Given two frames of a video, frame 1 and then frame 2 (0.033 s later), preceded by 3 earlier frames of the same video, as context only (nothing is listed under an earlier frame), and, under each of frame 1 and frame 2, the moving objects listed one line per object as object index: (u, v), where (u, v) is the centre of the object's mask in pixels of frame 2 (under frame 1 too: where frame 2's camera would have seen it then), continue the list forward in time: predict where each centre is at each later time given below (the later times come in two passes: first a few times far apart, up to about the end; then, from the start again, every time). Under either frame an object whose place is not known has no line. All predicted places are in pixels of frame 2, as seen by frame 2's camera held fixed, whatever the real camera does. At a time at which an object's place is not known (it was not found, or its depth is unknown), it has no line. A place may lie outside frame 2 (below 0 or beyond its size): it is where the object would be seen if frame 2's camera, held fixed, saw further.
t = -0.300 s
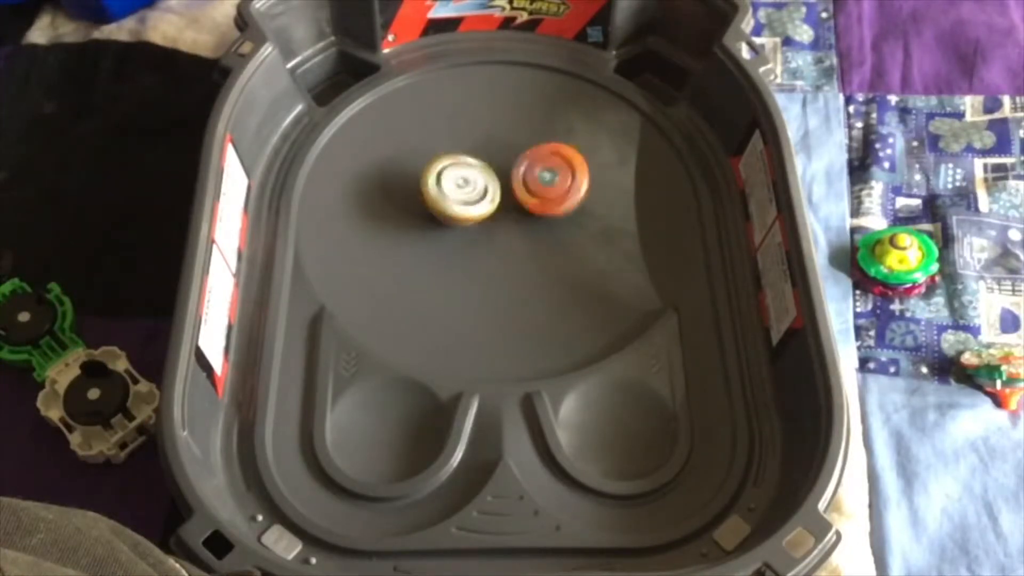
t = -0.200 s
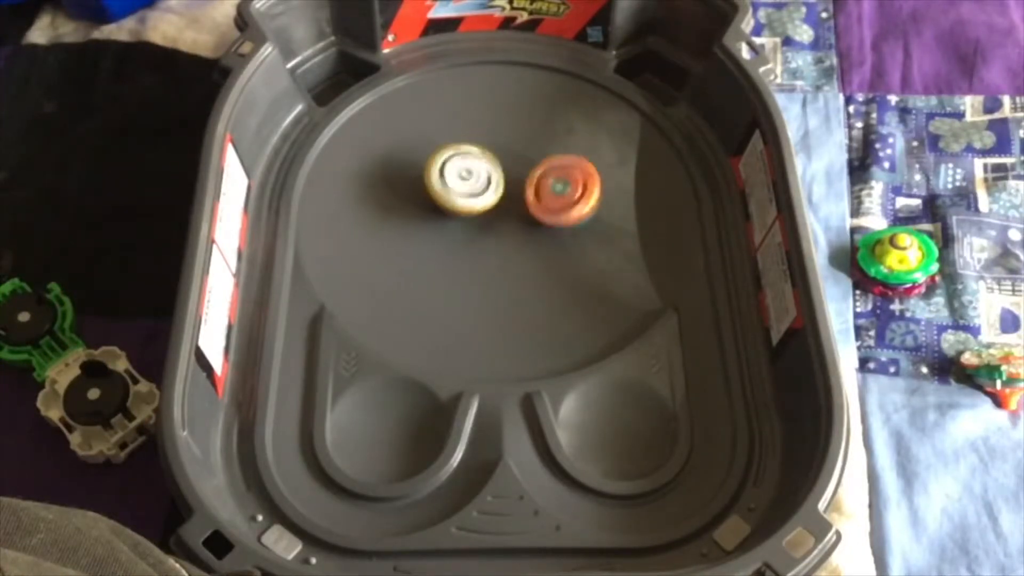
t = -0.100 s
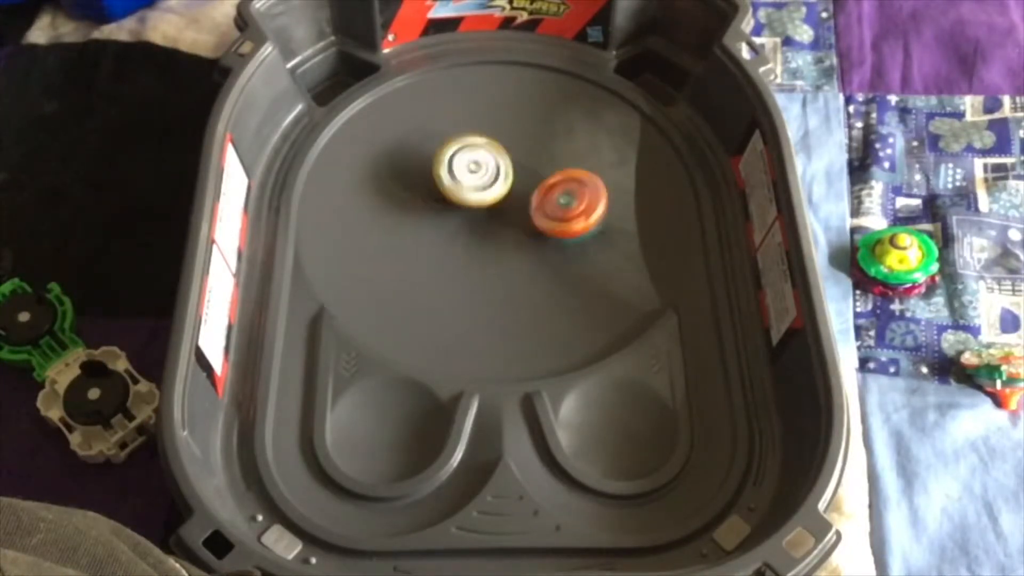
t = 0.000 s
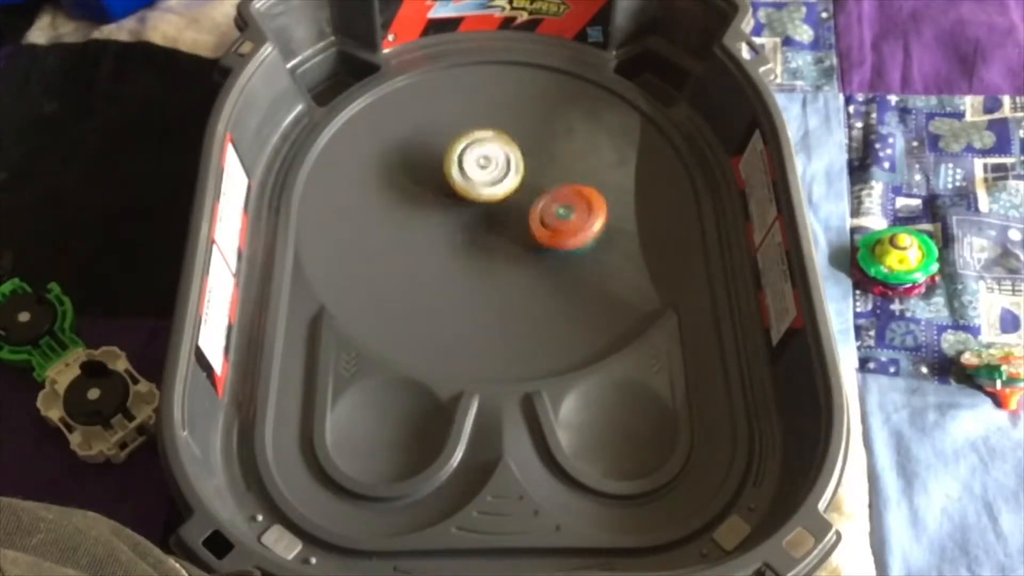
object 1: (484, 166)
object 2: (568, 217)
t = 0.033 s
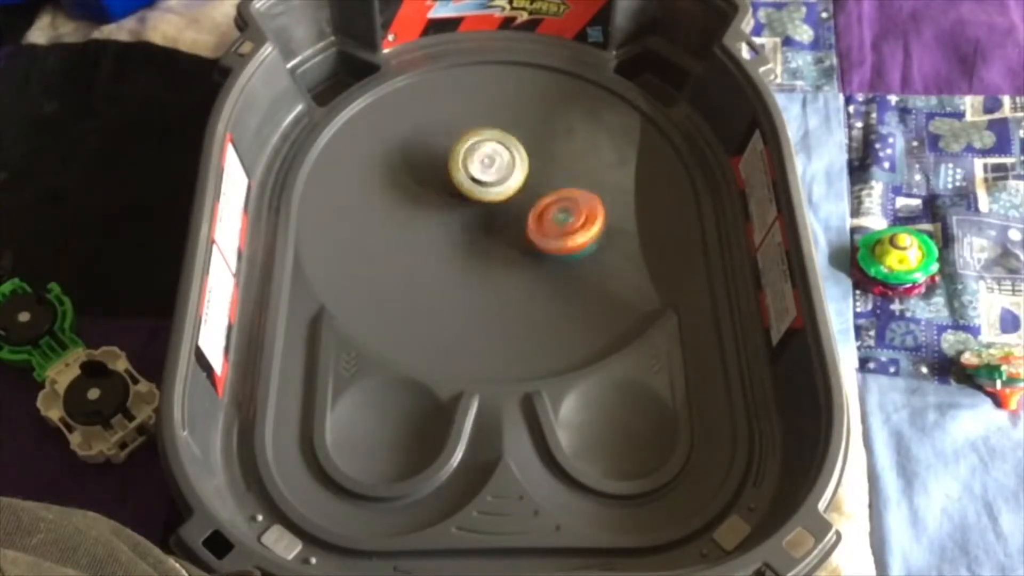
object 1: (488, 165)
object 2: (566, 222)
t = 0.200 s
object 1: (512, 165)
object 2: (545, 239)
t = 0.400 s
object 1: (536, 177)
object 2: (507, 242)
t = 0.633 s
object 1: (555, 196)
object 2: (461, 226)
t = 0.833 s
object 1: (549, 217)
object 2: (453, 195)
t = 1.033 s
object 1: (529, 230)
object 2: (476, 170)
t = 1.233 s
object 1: (502, 229)
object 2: (516, 162)
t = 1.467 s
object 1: (480, 211)
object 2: (556, 180)
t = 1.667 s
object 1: (480, 189)
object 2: (564, 209)
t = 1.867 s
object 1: (494, 172)
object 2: (543, 234)
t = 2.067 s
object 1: (517, 168)
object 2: (502, 239)
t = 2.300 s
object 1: (540, 178)
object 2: (468, 214)
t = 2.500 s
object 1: (551, 197)
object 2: (465, 183)
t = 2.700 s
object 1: (542, 217)
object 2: (491, 161)
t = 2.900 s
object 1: (521, 229)
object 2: (527, 162)
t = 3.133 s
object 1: (486, 227)
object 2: (557, 186)
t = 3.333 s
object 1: (468, 210)
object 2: (554, 215)
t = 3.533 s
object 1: (455, 166)
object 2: (538, 248)
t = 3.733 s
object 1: (464, 132)
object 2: (506, 253)
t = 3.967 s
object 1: (490, 127)
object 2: (483, 221)
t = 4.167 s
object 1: (530, 140)
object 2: (482, 200)
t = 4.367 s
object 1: (593, 190)
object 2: (469, 194)
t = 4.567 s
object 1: (633, 243)
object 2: (464, 189)
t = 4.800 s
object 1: (600, 274)
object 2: (480, 190)
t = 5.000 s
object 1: (523, 271)
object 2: (493, 205)
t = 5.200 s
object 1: (440, 250)
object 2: (509, 201)
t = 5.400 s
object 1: (403, 201)
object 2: (523, 199)
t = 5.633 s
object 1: (435, 155)
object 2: (530, 209)
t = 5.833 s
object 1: (506, 136)
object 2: (518, 213)
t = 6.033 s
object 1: (574, 144)
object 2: (514, 202)
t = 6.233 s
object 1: (605, 181)
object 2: (523, 195)
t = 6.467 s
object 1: (596, 240)
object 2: (524, 197)
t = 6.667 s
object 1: (535, 269)
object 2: (518, 197)
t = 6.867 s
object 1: (466, 254)
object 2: (518, 190)
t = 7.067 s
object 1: (433, 207)
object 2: (523, 188)
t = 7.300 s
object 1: (455, 157)
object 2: (522, 194)
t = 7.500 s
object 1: (511, 136)
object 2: (515, 211)
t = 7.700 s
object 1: (557, 152)
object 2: (505, 204)
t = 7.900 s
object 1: (588, 188)
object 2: (508, 194)
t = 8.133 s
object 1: (568, 245)
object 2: (501, 174)
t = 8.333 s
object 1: (513, 250)
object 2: (510, 173)
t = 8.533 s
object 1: (473, 218)
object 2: (530, 168)
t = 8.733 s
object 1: (463, 180)
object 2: (540, 160)
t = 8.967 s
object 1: (471, 165)
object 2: (548, 165)
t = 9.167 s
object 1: (462, 175)
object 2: (537, 183)
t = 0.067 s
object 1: (493, 164)
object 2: (563, 226)
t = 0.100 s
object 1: (498, 164)
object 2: (560, 229)
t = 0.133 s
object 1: (502, 164)
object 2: (556, 235)
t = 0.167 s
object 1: (507, 164)
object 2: (551, 237)
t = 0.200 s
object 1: (512, 165)
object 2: (545, 239)
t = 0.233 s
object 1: (516, 167)
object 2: (540, 242)
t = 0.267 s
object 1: (521, 168)
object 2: (534, 244)
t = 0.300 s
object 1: (526, 170)
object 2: (527, 244)
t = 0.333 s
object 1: (529, 173)
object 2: (520, 245)
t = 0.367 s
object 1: (533, 175)
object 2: (514, 244)
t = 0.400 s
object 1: (536, 177)
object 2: (507, 242)
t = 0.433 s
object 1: (542, 179)
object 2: (497, 243)
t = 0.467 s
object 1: (545, 181)
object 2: (489, 242)
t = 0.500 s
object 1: (548, 184)
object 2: (483, 240)
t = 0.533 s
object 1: (551, 187)
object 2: (477, 237)
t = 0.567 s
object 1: (552, 190)
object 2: (471, 235)
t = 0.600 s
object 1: (553, 193)
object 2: (465, 231)
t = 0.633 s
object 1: (555, 196)
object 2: (461, 226)
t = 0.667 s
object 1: (555, 201)
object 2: (458, 222)
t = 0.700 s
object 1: (555, 204)
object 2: (454, 217)
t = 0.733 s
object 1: (555, 207)
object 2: (453, 211)
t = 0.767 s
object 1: (553, 211)
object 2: (452, 207)
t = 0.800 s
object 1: (552, 214)
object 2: (452, 202)
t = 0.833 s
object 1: (549, 217)
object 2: (453, 195)
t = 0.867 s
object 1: (547, 220)
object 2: (455, 190)
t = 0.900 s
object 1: (544, 222)
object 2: (457, 186)
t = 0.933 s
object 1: (540, 225)
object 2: (461, 181)
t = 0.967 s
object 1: (537, 227)
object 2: (465, 177)
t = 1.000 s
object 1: (533, 229)
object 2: (471, 173)
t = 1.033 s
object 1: (529, 230)
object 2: (476, 170)
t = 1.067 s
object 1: (524, 230)
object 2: (481, 167)
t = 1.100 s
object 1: (520, 231)
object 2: (488, 165)
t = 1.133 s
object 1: (515, 231)
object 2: (494, 163)
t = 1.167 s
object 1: (511, 232)
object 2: (501, 163)
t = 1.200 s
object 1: (507, 231)
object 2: (509, 162)
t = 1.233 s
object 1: (502, 229)
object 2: (516, 162)
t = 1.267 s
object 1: (498, 228)
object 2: (523, 163)
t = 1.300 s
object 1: (493, 225)
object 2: (530, 164)
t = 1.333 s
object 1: (490, 223)
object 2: (536, 166)
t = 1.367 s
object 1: (487, 220)
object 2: (542, 169)
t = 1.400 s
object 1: (484, 217)
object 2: (548, 172)
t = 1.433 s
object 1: (482, 214)
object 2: (552, 176)
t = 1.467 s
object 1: (480, 211)
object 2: (556, 180)
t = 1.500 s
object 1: (479, 208)
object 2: (560, 184)
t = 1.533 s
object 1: (478, 204)
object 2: (563, 189)
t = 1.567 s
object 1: (477, 200)
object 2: (565, 193)
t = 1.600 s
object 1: (477, 197)
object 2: (565, 198)
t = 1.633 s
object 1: (478, 193)
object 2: (565, 203)
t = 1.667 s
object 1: (480, 189)
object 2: (564, 209)
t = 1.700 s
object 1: (481, 185)
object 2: (563, 213)
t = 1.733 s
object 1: (483, 183)
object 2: (560, 220)
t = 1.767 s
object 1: (485, 180)
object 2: (557, 223)
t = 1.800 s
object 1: (488, 177)
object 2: (552, 227)
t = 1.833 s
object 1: (491, 174)
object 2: (547, 232)
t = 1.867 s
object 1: (494, 172)
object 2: (543, 234)
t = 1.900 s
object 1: (497, 171)
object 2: (536, 237)
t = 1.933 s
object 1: (501, 170)
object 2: (529, 240)
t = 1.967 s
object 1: (506, 169)
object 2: (523, 240)
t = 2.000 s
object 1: (509, 167)
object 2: (516, 241)
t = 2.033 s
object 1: (513, 167)
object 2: (509, 241)
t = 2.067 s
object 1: (517, 168)
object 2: (502, 239)
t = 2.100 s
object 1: (521, 169)
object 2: (495, 238)
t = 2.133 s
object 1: (525, 169)
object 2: (489, 236)
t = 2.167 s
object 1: (528, 170)
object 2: (483, 232)
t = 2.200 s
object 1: (531, 172)
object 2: (479, 228)
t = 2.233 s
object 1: (535, 173)
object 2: (474, 224)
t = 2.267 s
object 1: (539, 175)
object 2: (470, 219)
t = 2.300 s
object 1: (540, 178)
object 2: (468, 214)
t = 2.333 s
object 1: (543, 181)
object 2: (465, 209)
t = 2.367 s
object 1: (546, 184)
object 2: (463, 203)
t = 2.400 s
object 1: (547, 188)
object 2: (462, 198)
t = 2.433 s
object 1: (549, 190)
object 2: (462, 193)
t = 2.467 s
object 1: (550, 194)
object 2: (463, 187)
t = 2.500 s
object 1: (551, 197)
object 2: (465, 183)
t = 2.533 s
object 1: (550, 201)
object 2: (469, 177)
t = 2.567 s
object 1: (549, 204)
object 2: (471, 173)
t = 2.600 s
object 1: (549, 208)
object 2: (476, 169)
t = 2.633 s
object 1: (547, 210)
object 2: (480, 166)
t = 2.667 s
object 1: (545, 214)
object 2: (485, 164)
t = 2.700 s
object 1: (542, 217)
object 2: (491, 161)
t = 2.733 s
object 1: (539, 220)
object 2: (496, 160)
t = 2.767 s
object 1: (537, 222)
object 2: (503, 159)
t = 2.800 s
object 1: (533, 225)
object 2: (509, 159)
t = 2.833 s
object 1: (529, 226)
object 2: (515, 160)
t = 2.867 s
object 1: (524, 228)
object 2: (522, 160)
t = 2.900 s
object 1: (521, 229)
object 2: (527, 162)
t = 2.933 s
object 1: (514, 231)
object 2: (534, 163)
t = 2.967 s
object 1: (510, 231)
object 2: (538, 166)
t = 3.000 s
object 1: (505, 231)
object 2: (543, 169)
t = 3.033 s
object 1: (501, 231)
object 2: (547, 173)
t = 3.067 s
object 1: (496, 230)
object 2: (551, 177)
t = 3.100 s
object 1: (491, 228)
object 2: (554, 182)
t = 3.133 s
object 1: (486, 227)
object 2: (557, 186)
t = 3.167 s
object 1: (483, 225)
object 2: (559, 191)
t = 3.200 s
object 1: (478, 222)
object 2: (559, 195)
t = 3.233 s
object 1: (475, 219)
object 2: (560, 201)
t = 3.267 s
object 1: (472, 217)
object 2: (558, 205)
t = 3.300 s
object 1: (470, 213)
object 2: (557, 210)
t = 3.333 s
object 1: (468, 210)
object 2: (554, 215)
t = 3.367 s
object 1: (467, 205)
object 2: (550, 220)
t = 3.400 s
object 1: (467, 202)
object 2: (546, 225)
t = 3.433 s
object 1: (465, 196)
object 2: (544, 231)
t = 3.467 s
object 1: (459, 185)
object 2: (545, 239)
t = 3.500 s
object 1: (456, 174)
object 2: (542, 246)
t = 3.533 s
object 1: (455, 166)
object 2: (538, 248)
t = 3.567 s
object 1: (454, 157)
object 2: (533, 252)
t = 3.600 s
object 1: (456, 149)
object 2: (528, 253)
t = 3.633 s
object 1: (458, 144)
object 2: (523, 255)
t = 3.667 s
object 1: (459, 139)
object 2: (518, 255)
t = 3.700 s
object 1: (462, 135)
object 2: (512, 254)
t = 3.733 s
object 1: (464, 132)
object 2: (506, 253)
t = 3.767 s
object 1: (466, 129)
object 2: (501, 250)
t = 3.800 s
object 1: (469, 127)
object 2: (497, 247)
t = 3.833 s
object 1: (473, 126)
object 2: (493, 243)
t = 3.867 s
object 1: (477, 125)
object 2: (489, 238)
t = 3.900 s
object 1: (480, 126)
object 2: (487, 232)
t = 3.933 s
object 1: (485, 127)
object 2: (484, 227)
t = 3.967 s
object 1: (490, 127)
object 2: (483, 221)
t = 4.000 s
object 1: (493, 130)
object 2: (483, 214)
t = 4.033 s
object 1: (499, 133)
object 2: (484, 207)
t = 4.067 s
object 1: (506, 134)
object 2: (484, 202)
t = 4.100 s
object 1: (515, 134)
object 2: (481, 204)
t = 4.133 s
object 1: (523, 136)
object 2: (479, 203)
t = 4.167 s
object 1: (530, 140)
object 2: (482, 200)
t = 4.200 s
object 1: (536, 146)
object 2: (483, 199)
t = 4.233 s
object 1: (544, 152)
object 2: (486, 199)
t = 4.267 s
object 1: (552, 159)
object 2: (486, 197)
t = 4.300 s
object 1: (567, 170)
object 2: (477, 196)
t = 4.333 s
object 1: (580, 180)
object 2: (470, 195)
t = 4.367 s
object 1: (593, 190)
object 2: (469, 194)
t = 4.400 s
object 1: (604, 200)
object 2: (467, 194)
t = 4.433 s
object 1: (615, 209)
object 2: (466, 193)
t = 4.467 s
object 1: (622, 220)
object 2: (463, 192)
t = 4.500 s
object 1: (628, 228)
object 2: (462, 189)
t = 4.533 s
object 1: (630, 236)
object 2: (464, 189)
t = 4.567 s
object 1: (633, 243)
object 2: (464, 189)
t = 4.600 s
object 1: (632, 250)
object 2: (465, 187)
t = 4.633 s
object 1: (630, 256)
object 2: (466, 187)
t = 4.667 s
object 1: (628, 261)
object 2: (468, 186)
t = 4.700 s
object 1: (622, 267)
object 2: (473, 187)
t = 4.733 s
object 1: (617, 269)
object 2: (473, 188)
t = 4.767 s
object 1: (608, 272)
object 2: (477, 188)
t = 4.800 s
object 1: (600, 274)
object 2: (480, 190)
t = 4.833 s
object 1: (591, 275)
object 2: (482, 191)
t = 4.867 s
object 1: (580, 277)
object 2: (485, 194)
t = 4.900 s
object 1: (568, 277)
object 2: (487, 197)
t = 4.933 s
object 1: (553, 276)
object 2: (491, 199)
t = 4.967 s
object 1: (539, 274)
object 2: (491, 203)
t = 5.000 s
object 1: (523, 271)
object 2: (493, 205)
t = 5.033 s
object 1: (508, 270)
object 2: (496, 203)
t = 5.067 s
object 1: (494, 270)
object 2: (497, 200)
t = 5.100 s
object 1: (479, 267)
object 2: (501, 200)
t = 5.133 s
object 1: (466, 263)
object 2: (503, 201)
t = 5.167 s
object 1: (452, 257)
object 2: (506, 200)
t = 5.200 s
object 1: (440, 250)
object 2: (509, 201)
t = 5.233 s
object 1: (429, 243)
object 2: (509, 199)
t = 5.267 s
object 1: (420, 235)
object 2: (513, 196)
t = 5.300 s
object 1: (412, 226)
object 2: (518, 198)
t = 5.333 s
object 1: (408, 218)
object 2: (519, 198)
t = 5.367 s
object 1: (404, 210)
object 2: (521, 199)
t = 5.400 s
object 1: (403, 201)
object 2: (523, 199)
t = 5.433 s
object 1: (403, 193)
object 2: (526, 198)
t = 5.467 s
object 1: (405, 186)
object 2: (529, 202)
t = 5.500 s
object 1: (407, 178)
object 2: (528, 203)
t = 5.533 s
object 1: (413, 172)
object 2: (529, 205)
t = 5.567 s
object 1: (419, 165)
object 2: (529, 206)
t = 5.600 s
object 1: (427, 159)
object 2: (530, 207)
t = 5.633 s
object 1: (435, 155)
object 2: (530, 209)
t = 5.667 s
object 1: (445, 149)
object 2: (527, 212)
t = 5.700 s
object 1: (455, 147)
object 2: (525, 212)
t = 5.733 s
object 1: (467, 142)
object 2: (524, 212)
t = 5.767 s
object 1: (479, 140)
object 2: (522, 213)
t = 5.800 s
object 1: (493, 136)
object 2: (521, 213)
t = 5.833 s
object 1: (506, 136)
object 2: (518, 213)
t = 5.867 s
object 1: (519, 134)
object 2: (515, 211)
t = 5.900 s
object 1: (532, 135)
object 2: (515, 209)
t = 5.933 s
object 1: (543, 136)
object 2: (515, 207)
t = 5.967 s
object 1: (556, 138)
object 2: (515, 206)
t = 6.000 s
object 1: (565, 141)
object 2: (516, 204)
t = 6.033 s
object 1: (574, 144)
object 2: (514, 202)
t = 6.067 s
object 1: (582, 148)
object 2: (517, 199)
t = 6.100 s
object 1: (588, 153)
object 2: (520, 198)
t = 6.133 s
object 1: (593, 160)
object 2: (521, 197)
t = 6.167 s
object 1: (597, 165)
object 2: (523, 196)
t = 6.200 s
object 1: (599, 173)
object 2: (524, 196)
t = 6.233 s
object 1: (605, 181)
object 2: (523, 195)
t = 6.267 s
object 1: (609, 189)
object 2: (521, 194)
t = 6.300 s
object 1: (610, 198)
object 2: (522, 193)
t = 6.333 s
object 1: (611, 205)
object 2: (525, 192)
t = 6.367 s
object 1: (608, 214)
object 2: (528, 193)
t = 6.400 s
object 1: (607, 222)
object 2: (527, 196)
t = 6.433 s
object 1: (602, 232)
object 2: (524, 197)
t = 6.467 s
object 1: (596, 240)
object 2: (524, 197)
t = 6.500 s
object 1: (589, 247)
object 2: (523, 196)
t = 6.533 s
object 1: (580, 254)
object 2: (525, 196)
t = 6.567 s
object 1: (571, 259)
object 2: (525, 199)
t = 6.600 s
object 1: (559, 264)
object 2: (522, 198)
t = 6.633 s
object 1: (548, 267)
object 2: (519, 198)
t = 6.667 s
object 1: (535, 269)
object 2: (518, 197)
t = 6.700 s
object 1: (523, 270)
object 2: (518, 196)
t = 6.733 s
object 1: (512, 269)
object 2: (519, 196)
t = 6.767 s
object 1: (499, 267)
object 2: (519, 197)
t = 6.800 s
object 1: (488, 264)
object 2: (517, 195)
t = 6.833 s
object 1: (476, 259)
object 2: (516, 192)
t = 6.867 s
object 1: (466, 254)
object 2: (518, 190)
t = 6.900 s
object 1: (458, 248)
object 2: (519, 190)
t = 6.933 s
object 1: (449, 241)
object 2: (521, 190)
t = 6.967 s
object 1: (443, 232)
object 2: (521, 191)
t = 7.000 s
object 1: (437, 224)
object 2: (519, 190)
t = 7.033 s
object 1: (434, 216)
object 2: (520, 188)
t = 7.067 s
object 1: (433, 207)
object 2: (523, 188)
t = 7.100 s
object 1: (432, 198)
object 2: (523, 189)
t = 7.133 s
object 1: (434, 190)
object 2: (524, 190)
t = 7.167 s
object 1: (435, 182)
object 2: (523, 191)
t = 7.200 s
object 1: (439, 175)
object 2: (521, 192)
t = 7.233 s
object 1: (444, 170)
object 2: (521, 190)
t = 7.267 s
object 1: (449, 162)
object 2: (523, 191)
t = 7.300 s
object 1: (455, 157)
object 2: (522, 194)
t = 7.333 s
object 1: (463, 152)
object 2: (523, 199)
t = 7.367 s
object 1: (472, 146)
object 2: (519, 206)
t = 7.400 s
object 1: (483, 142)
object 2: (514, 208)
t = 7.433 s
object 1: (492, 139)
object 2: (513, 209)
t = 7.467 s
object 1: (501, 136)
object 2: (514, 210)
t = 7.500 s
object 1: (511, 136)
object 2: (515, 211)
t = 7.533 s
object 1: (518, 137)
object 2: (513, 210)
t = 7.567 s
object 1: (526, 136)
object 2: (510, 212)
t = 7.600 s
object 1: (536, 140)
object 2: (506, 210)
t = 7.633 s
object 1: (542, 144)
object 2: (501, 208)
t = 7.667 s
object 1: (550, 145)
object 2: (502, 205)
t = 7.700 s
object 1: (557, 152)
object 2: (505, 204)
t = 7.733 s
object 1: (565, 157)
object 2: (504, 205)
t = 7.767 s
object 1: (572, 161)
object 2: (501, 204)
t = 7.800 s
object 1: (577, 168)
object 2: (500, 201)
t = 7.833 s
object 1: (582, 175)
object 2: (501, 197)
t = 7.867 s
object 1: (587, 180)
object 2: (503, 195)
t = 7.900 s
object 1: (588, 188)
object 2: (508, 194)
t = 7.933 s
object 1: (589, 196)
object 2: (509, 195)
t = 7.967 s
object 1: (591, 206)
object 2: (502, 192)
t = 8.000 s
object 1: (591, 215)
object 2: (499, 187)
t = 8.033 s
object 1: (586, 224)
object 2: (499, 183)
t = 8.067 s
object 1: (581, 233)
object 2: (501, 178)
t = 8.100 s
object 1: (575, 238)
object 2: (501, 176)
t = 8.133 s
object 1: (568, 245)
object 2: (501, 174)
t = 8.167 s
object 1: (560, 248)
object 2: (501, 173)
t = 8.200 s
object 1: (551, 252)
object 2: (502, 172)
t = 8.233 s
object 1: (542, 254)
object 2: (504, 172)
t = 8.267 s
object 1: (532, 254)
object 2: (506, 172)
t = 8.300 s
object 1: (522, 253)
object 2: (508, 172)
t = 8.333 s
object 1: (513, 250)
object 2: (510, 173)
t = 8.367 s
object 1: (504, 248)
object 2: (512, 173)
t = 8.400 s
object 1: (496, 243)
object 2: (515, 173)
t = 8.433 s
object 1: (488, 238)
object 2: (518, 172)
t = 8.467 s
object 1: (482, 232)
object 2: (523, 172)
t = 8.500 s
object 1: (478, 226)
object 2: (527, 170)
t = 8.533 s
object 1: (473, 218)
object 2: (530, 168)
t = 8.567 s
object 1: (470, 211)
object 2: (532, 166)
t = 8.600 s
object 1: (470, 205)
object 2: (533, 164)
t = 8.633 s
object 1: (469, 198)
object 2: (534, 163)
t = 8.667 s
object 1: (467, 191)
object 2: (536, 162)
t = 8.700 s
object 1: (465, 184)
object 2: (537, 161)
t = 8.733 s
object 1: (463, 180)
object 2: (540, 160)
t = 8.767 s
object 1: (464, 176)
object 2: (542, 157)
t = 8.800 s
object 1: (466, 173)
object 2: (541, 156)
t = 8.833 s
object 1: (469, 171)
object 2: (542, 156)
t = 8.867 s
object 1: (467, 169)
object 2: (547, 157)
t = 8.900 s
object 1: (466, 168)
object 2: (548, 159)
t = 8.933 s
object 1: (468, 166)
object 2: (549, 162)
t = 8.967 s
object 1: (471, 165)
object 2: (548, 165)
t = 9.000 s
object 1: (471, 166)
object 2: (547, 169)
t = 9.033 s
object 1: (470, 168)
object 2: (545, 173)
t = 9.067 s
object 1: (466, 170)
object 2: (543, 177)
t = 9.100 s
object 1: (466, 171)
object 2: (541, 179)
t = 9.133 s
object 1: (464, 173)
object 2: (540, 182)
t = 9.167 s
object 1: (462, 175)
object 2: (537, 183)
